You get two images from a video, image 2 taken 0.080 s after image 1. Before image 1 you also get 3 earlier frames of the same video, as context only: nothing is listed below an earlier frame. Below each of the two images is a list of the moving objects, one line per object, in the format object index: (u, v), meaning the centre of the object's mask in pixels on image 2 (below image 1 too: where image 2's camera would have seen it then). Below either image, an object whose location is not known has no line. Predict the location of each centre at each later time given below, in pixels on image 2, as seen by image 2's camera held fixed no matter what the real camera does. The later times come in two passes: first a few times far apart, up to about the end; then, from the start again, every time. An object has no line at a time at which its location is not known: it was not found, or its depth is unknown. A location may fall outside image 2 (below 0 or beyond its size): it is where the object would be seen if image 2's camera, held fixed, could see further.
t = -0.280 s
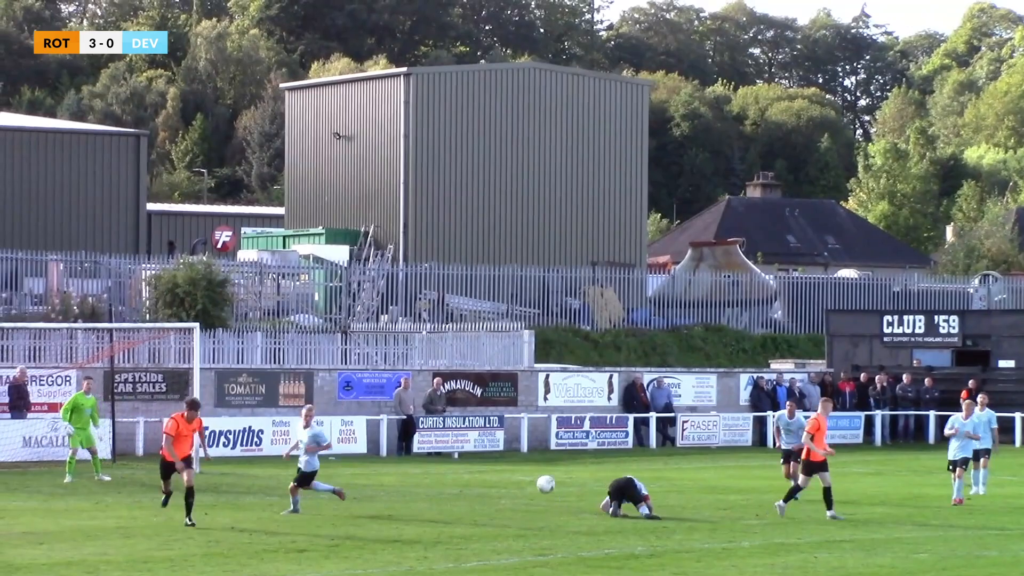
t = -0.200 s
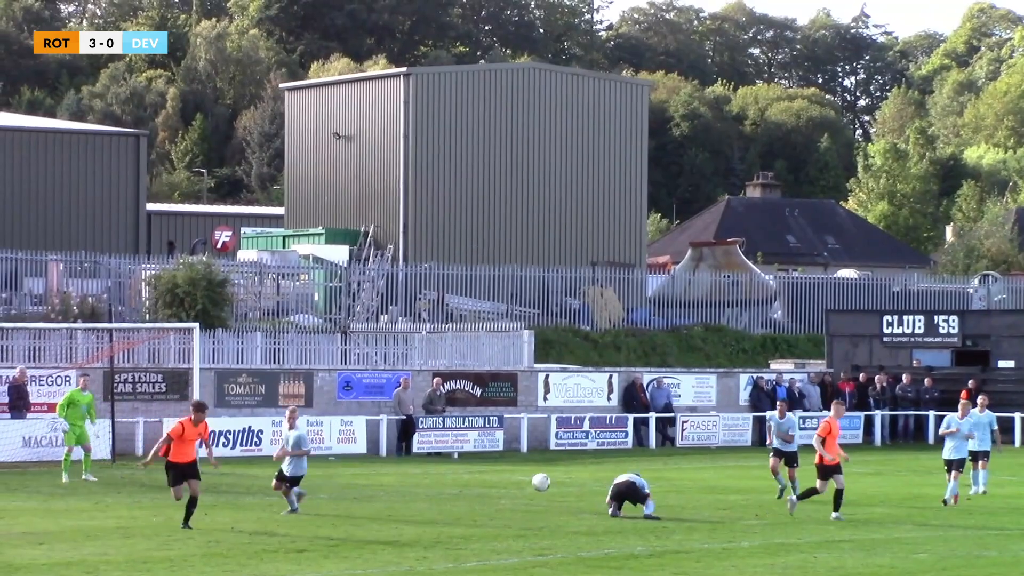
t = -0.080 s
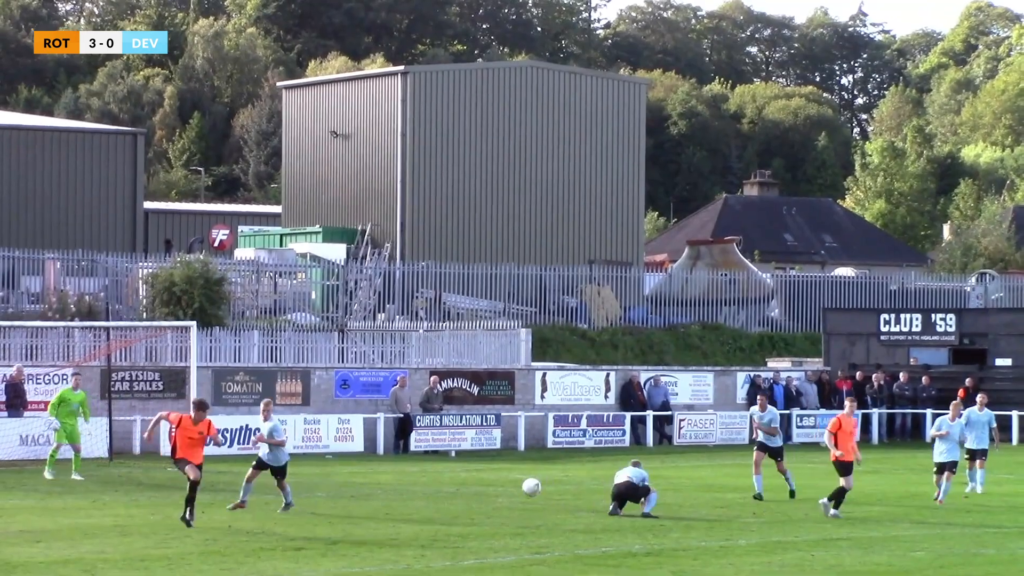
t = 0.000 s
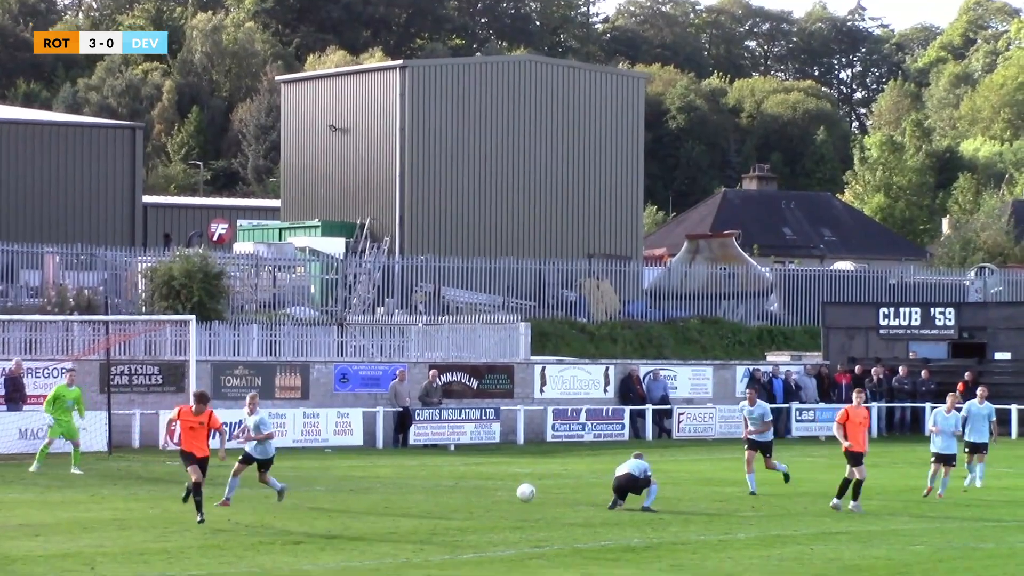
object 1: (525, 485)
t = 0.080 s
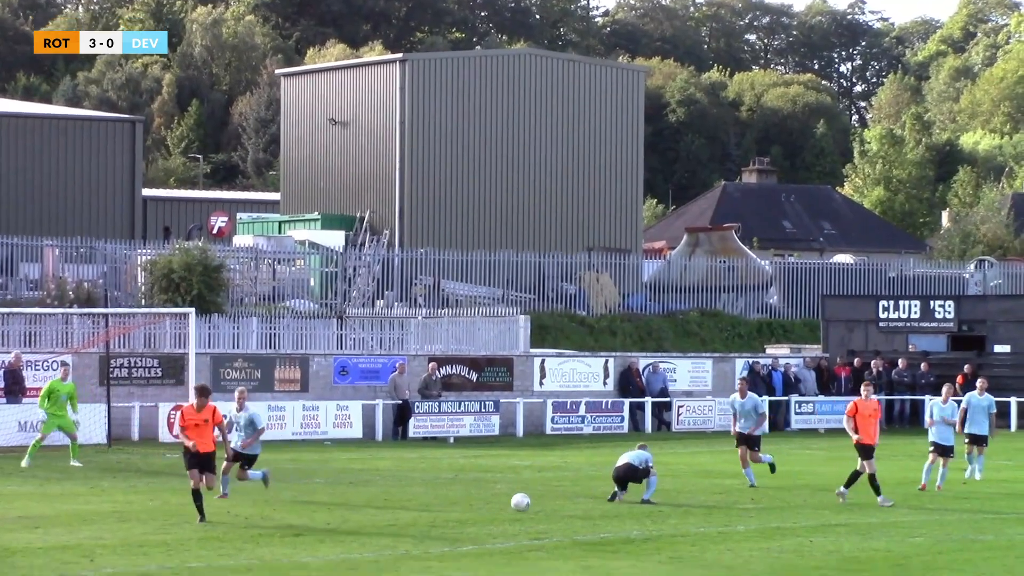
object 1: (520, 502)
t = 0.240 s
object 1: (511, 531)
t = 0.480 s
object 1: (496, 526)
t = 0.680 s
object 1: (483, 552)
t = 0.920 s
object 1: (467, 561)
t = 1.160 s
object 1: (449, 567)
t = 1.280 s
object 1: (441, 570)
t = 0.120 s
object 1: (518, 513)
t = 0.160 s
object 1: (516, 525)
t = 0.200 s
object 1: (513, 537)
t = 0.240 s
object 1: (511, 531)
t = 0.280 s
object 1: (508, 528)
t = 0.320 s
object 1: (506, 524)
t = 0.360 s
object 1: (503, 523)
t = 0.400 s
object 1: (501, 522)
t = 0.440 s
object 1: (498, 523)
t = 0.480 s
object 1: (496, 526)
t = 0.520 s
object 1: (493, 530)
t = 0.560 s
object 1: (490, 536)
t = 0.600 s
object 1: (488, 543)
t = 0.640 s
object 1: (485, 551)
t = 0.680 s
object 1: (483, 552)
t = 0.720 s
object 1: (480, 551)
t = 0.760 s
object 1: (478, 551)
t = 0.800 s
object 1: (475, 552)
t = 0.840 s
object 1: (472, 555)
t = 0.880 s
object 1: (470, 559)
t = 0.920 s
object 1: (467, 561)
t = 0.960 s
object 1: (464, 561)
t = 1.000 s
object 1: (461, 562)
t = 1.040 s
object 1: (458, 564)
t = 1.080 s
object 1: (456, 566)
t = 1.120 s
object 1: (453, 566)
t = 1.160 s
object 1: (449, 567)
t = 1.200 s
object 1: (446, 568)
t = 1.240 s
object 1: (443, 570)
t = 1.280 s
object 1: (441, 570)
